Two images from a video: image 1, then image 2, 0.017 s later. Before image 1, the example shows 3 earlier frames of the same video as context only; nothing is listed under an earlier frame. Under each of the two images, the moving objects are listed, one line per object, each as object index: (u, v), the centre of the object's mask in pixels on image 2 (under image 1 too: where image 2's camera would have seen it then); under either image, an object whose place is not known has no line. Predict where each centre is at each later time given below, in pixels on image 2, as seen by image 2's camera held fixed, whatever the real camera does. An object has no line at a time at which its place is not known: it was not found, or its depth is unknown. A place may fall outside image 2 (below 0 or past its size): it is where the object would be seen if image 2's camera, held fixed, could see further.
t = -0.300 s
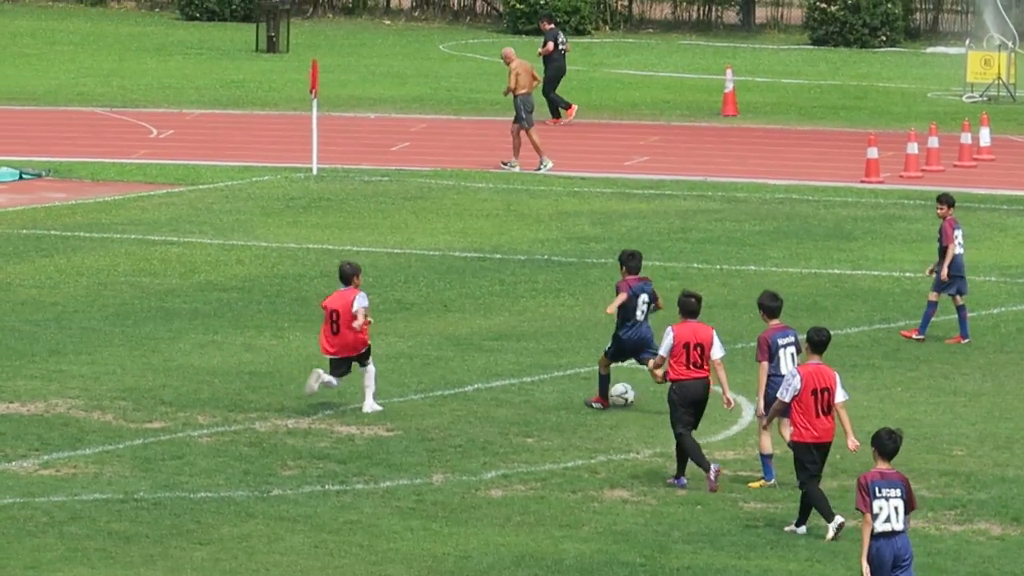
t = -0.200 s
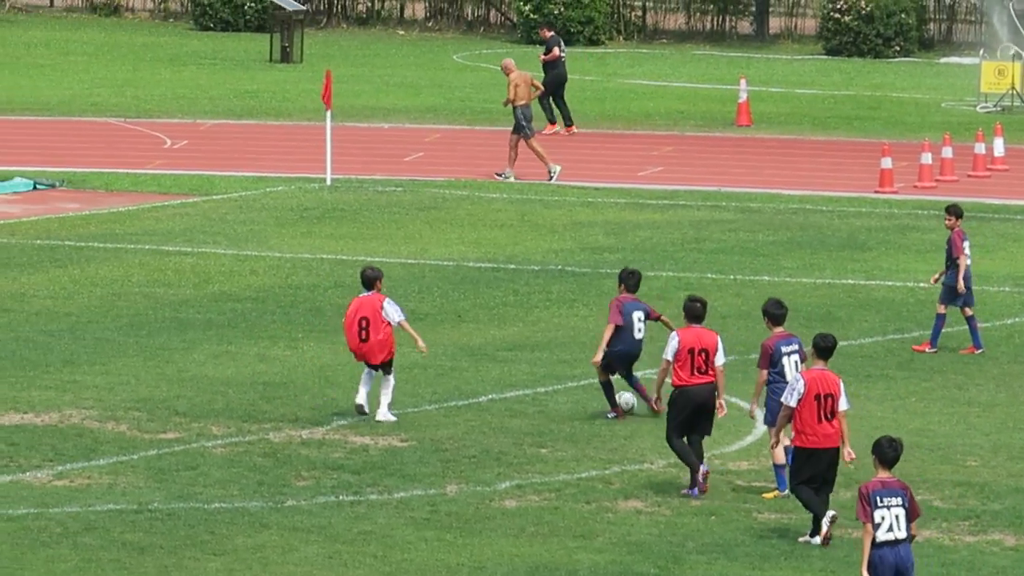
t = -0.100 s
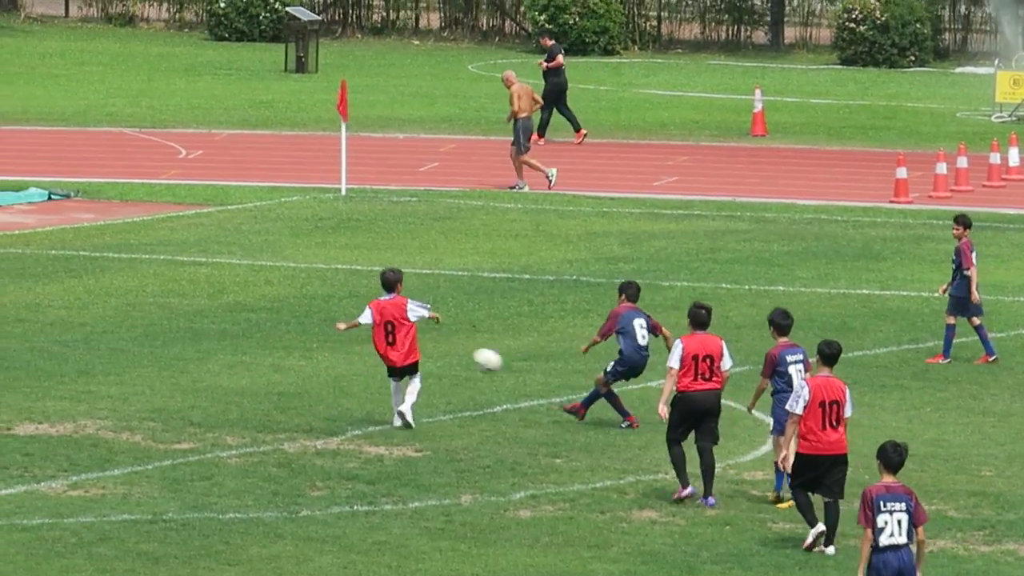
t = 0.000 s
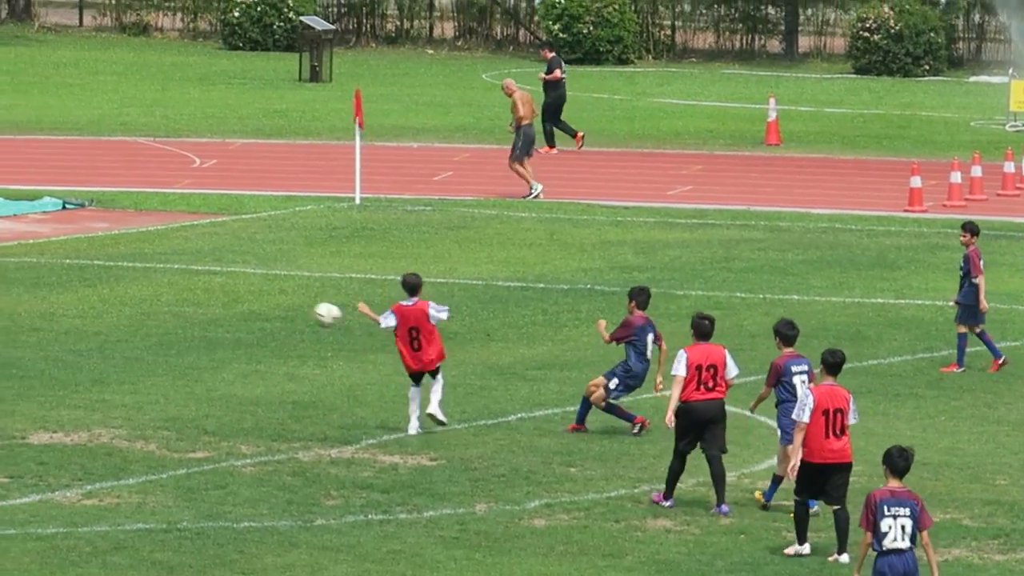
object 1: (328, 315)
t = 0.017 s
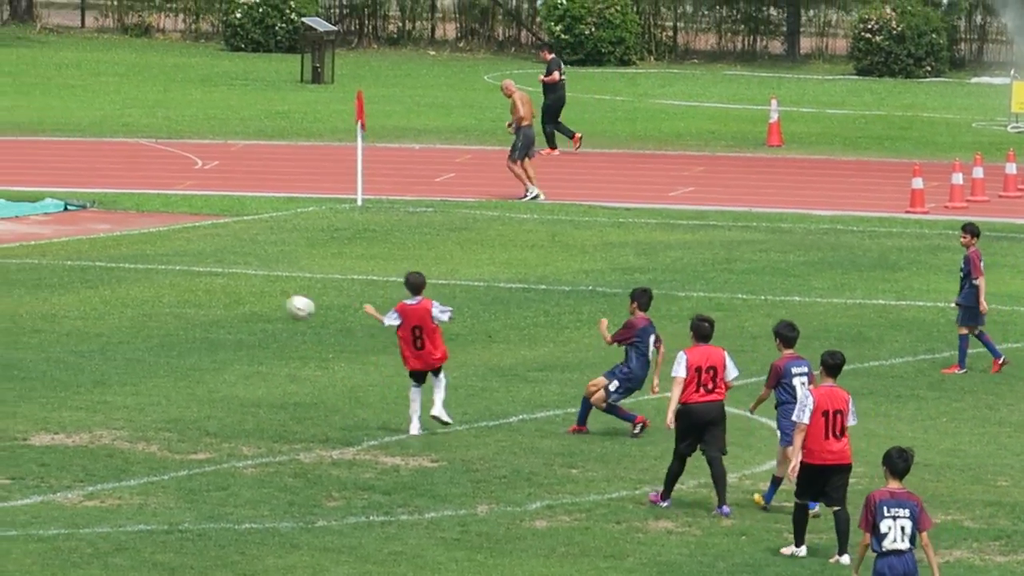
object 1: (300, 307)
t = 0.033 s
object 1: (272, 299)
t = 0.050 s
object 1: (245, 291)
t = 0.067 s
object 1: (217, 284)
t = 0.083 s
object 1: (189, 277)
